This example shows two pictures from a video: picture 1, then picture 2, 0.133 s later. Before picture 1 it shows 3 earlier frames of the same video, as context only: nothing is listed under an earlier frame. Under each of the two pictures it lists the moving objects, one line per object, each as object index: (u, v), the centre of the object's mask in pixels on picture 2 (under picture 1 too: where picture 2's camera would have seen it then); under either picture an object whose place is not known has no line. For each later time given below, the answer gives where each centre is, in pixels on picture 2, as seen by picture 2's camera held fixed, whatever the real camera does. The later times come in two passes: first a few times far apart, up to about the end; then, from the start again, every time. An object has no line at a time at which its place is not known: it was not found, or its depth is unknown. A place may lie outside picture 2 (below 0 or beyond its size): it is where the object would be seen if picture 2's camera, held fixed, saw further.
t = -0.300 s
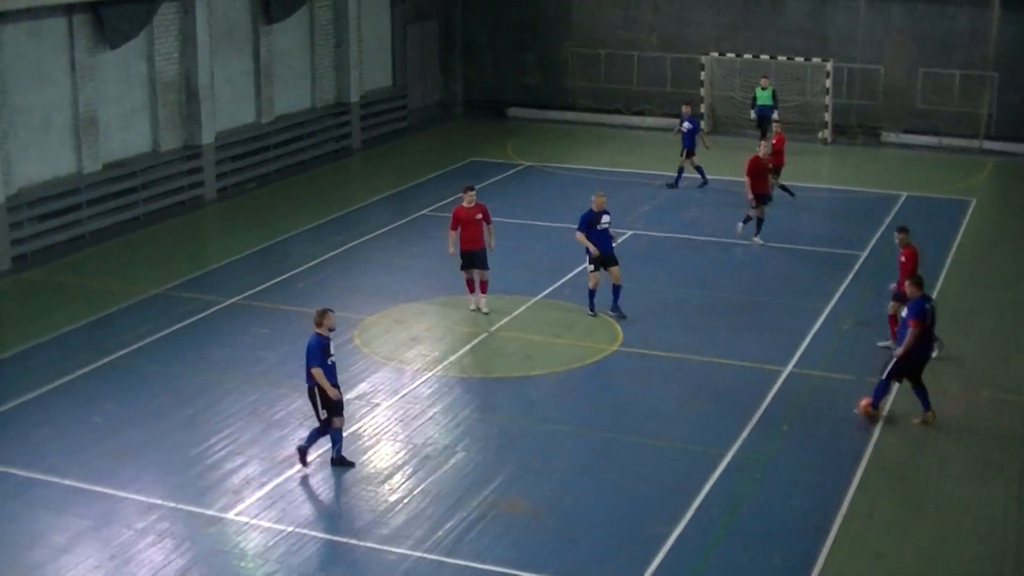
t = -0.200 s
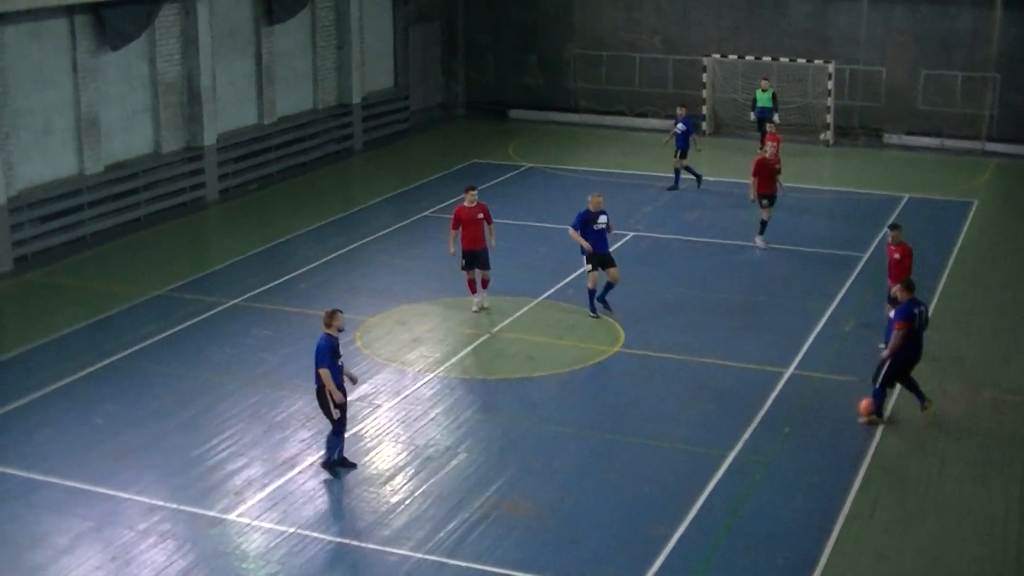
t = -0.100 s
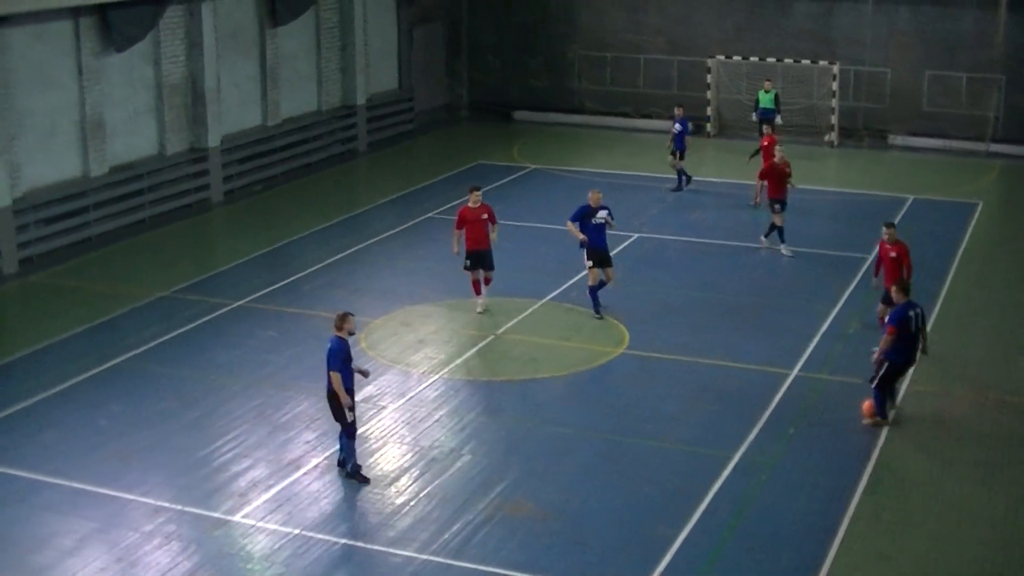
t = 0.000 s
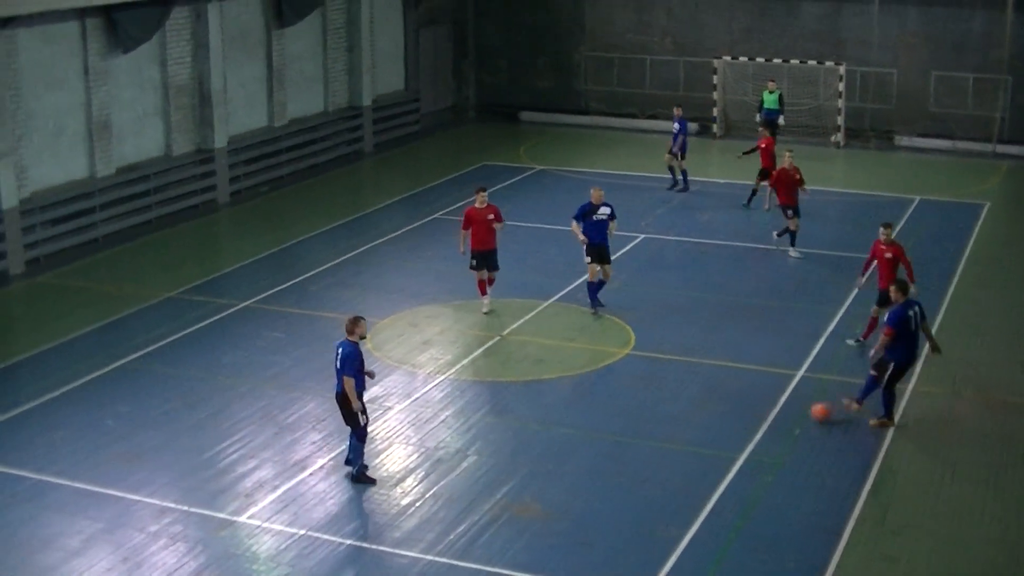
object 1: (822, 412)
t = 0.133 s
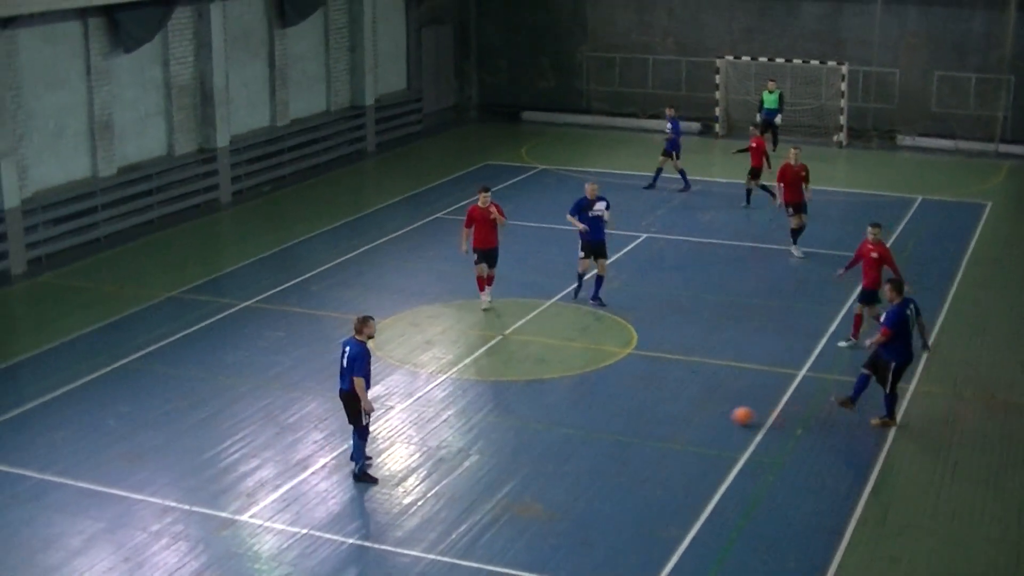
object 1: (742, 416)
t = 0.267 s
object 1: (670, 420)
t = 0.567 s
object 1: (534, 429)
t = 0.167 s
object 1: (724, 417)
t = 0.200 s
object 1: (705, 418)
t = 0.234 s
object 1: (687, 420)
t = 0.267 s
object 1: (670, 420)
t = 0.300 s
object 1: (653, 420)
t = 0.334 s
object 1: (637, 422)
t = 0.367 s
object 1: (621, 424)
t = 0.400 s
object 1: (605, 424)
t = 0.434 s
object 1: (590, 425)
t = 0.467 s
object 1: (576, 426)
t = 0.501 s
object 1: (561, 427)
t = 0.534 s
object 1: (547, 428)
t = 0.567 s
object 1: (534, 429)
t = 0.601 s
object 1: (519, 430)
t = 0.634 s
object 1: (507, 430)
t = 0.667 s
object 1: (493, 432)
